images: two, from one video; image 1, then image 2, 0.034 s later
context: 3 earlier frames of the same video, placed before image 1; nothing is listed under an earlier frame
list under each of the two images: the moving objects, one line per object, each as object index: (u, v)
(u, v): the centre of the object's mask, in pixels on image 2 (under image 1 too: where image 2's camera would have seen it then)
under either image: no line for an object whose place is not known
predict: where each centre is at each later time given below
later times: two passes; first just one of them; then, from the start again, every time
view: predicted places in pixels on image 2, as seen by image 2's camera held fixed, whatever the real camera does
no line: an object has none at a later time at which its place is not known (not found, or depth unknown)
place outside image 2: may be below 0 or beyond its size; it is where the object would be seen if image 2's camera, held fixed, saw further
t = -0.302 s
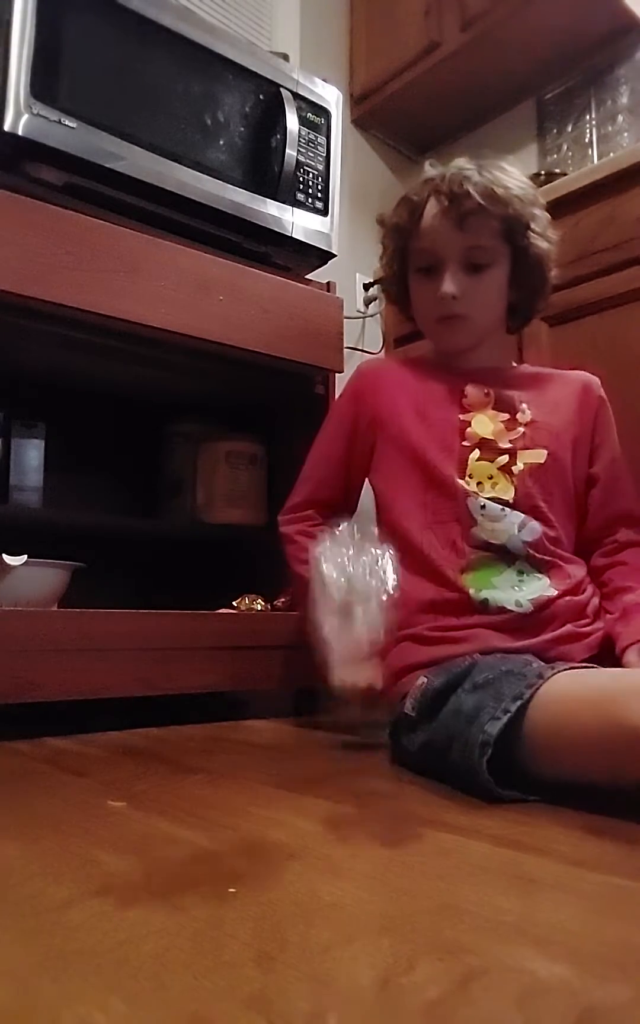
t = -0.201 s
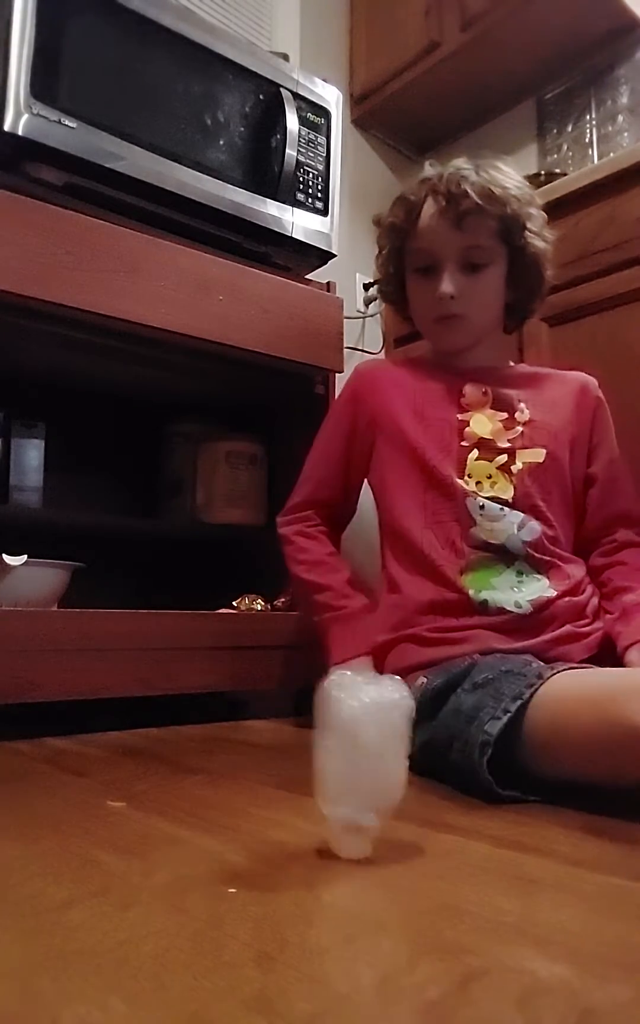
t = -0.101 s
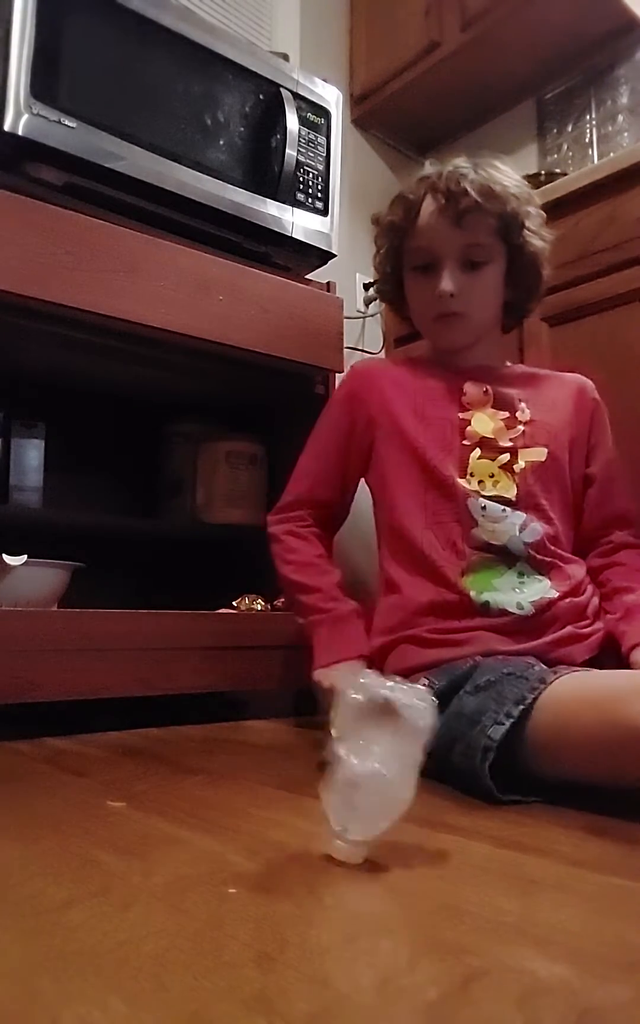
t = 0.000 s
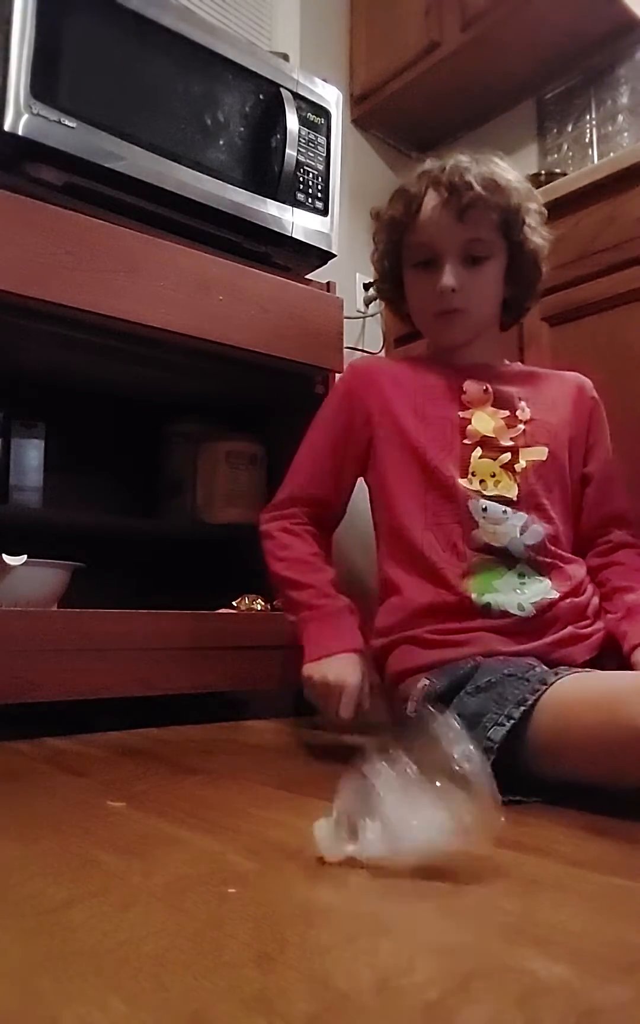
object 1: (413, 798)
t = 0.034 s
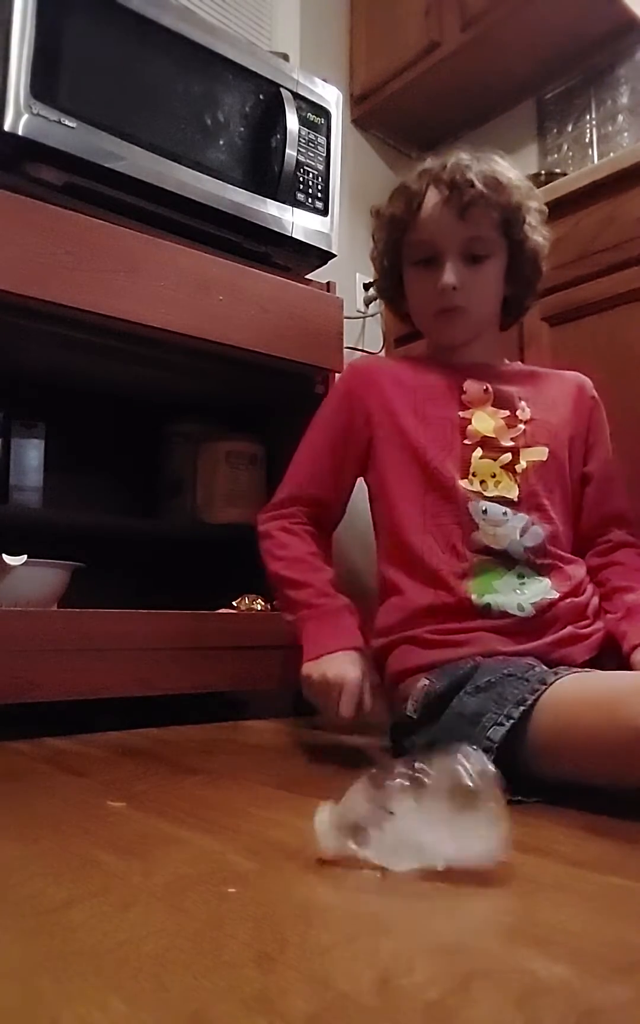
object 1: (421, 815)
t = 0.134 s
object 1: (439, 823)
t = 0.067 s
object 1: (431, 820)
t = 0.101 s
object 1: (437, 822)
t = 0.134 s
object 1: (439, 823)
